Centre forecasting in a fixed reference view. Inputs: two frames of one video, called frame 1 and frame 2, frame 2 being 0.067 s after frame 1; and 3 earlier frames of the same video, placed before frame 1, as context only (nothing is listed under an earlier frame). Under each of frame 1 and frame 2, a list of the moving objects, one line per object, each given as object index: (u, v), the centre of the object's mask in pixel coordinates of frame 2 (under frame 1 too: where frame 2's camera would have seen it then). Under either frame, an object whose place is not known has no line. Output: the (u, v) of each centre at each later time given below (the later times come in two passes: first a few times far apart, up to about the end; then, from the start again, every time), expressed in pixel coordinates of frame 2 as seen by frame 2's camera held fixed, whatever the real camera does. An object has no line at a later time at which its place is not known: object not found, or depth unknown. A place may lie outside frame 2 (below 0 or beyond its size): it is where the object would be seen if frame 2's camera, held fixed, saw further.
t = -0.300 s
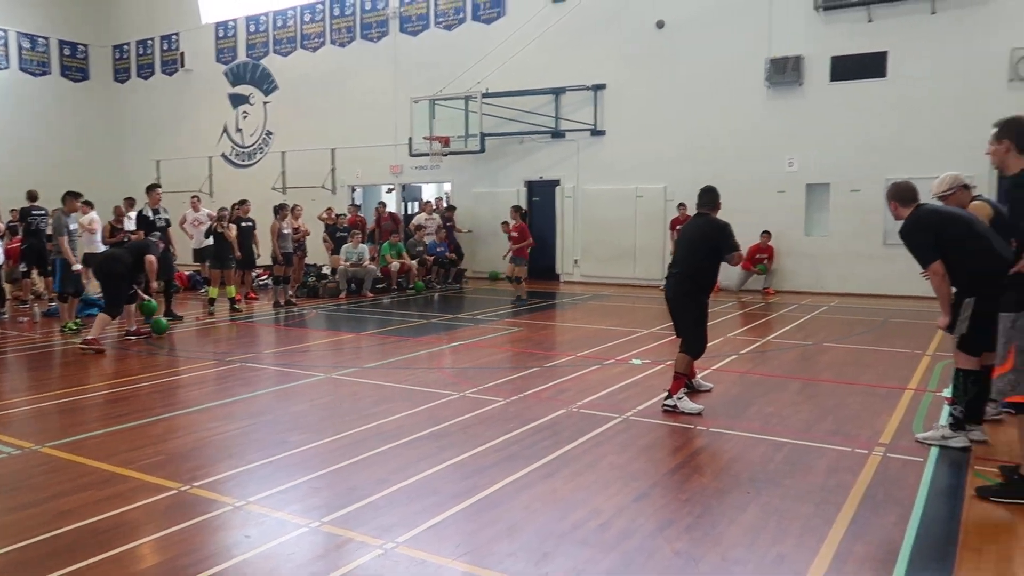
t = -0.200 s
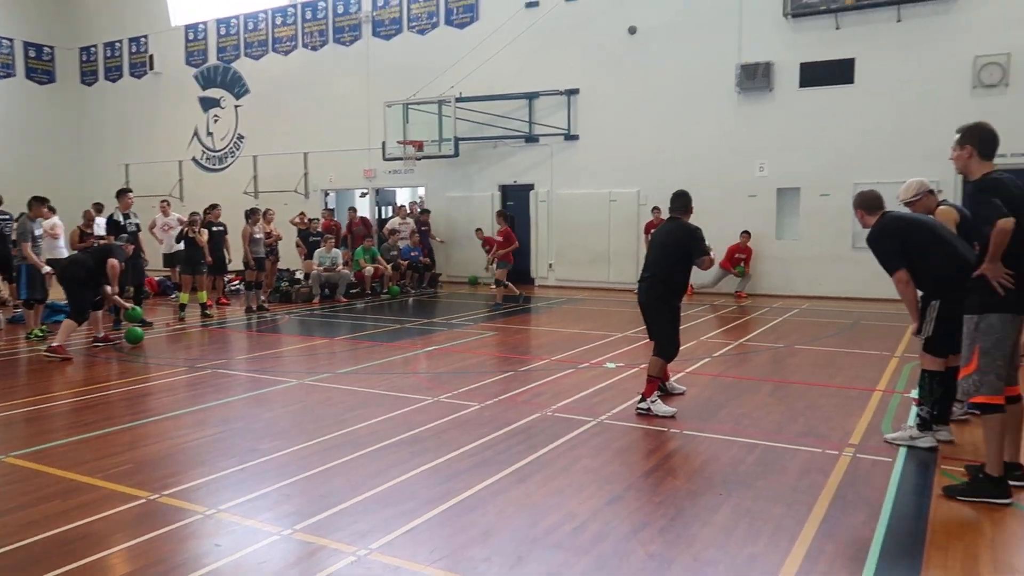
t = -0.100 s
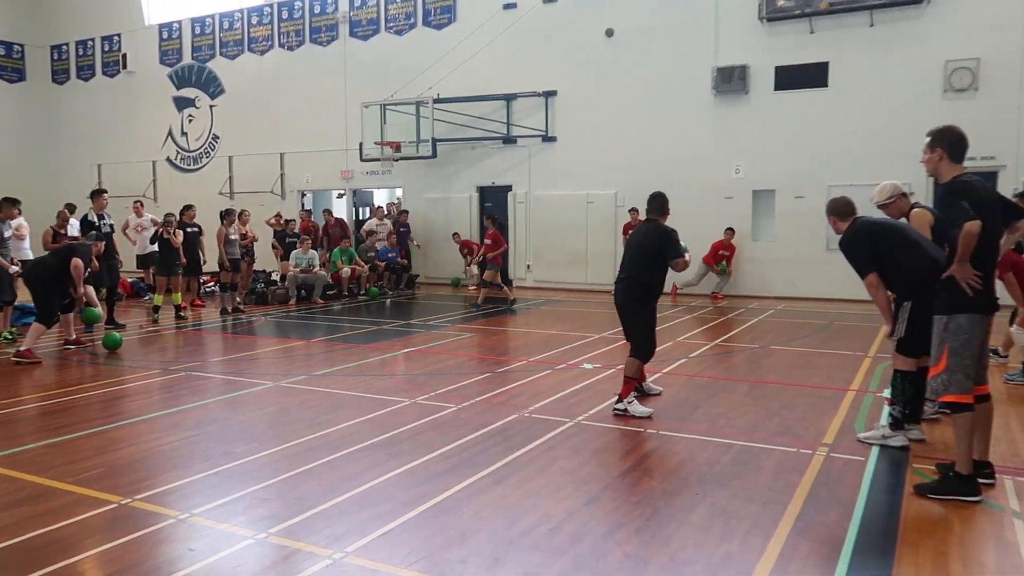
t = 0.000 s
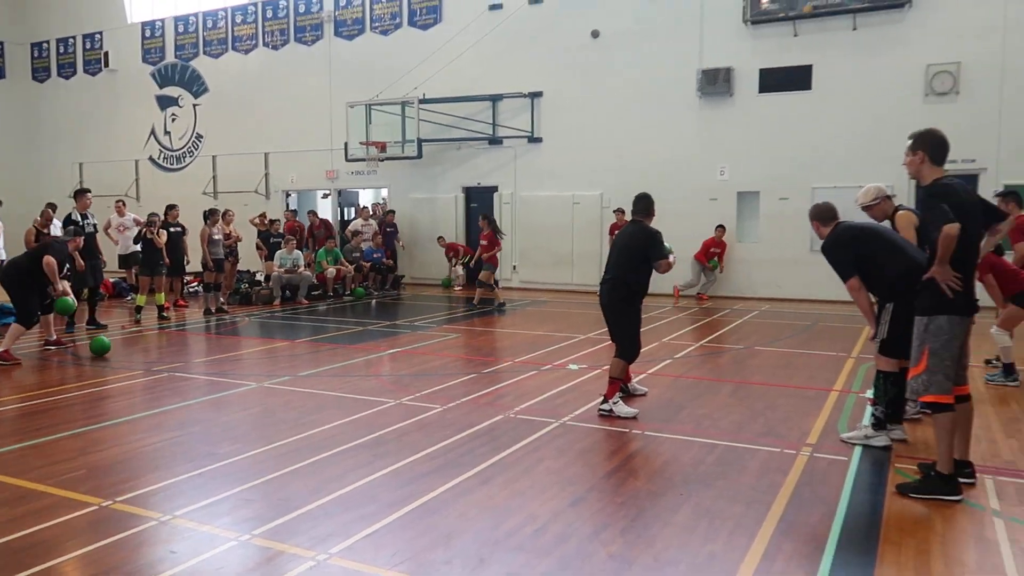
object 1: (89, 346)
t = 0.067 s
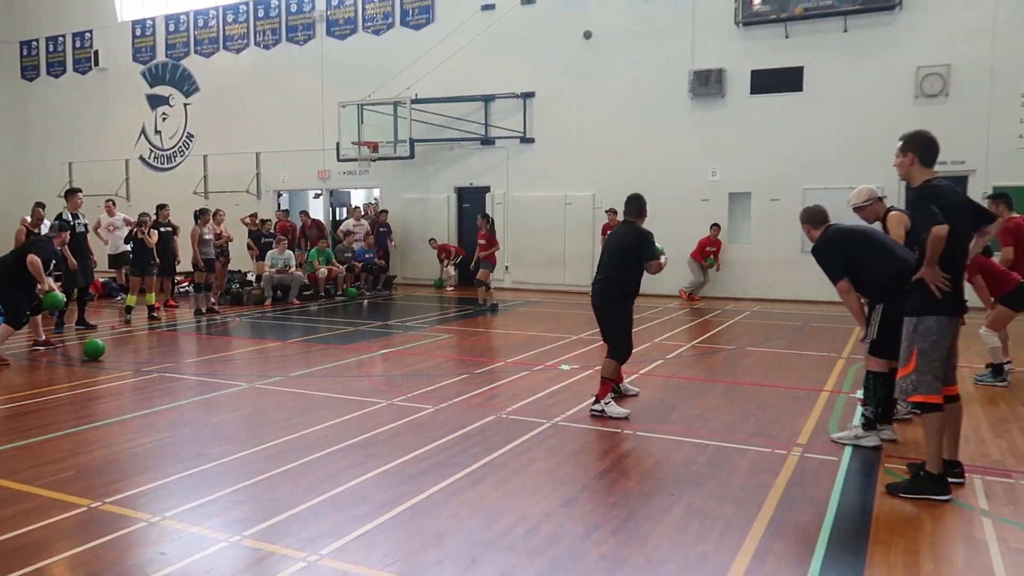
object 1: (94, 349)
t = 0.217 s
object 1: (104, 353)
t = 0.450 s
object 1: (121, 363)
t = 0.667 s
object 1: (138, 373)
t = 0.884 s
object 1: (156, 383)
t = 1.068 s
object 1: (173, 393)
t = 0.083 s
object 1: (95, 350)
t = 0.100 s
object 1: (96, 350)
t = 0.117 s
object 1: (97, 350)
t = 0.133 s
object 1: (98, 351)
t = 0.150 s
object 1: (99, 351)
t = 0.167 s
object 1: (101, 352)
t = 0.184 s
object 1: (102, 353)
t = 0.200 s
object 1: (103, 353)
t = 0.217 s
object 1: (104, 353)
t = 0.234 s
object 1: (105, 354)
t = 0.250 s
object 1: (107, 355)
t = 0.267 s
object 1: (108, 356)
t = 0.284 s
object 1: (109, 357)
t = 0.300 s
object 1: (110, 357)
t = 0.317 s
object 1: (111, 357)
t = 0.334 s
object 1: (112, 358)
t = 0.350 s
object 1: (114, 359)
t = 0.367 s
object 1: (115, 360)
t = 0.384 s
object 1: (116, 361)
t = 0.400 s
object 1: (118, 361)
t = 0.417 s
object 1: (119, 361)
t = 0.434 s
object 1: (120, 362)
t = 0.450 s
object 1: (121, 363)
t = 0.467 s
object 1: (122, 364)
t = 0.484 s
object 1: (124, 365)
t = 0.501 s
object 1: (125, 365)
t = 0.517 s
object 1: (126, 366)
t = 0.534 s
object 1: (127, 367)
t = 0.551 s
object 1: (129, 368)
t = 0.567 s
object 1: (130, 368)
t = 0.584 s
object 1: (131, 369)
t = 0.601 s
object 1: (132, 370)
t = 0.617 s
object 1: (134, 371)
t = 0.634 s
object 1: (135, 371)
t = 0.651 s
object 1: (136, 372)
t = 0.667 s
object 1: (138, 373)
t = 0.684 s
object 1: (139, 374)
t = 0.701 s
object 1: (141, 374)
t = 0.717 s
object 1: (142, 375)
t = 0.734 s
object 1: (143, 376)
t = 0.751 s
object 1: (145, 377)
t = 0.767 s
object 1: (146, 377)
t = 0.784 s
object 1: (148, 378)
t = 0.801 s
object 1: (149, 379)
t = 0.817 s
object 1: (150, 380)
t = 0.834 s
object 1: (152, 381)
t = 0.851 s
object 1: (153, 381)
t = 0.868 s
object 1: (155, 382)
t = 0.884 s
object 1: (156, 383)
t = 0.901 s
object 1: (158, 384)
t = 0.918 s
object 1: (159, 385)
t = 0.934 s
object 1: (161, 386)
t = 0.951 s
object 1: (162, 387)
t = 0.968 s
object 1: (164, 388)
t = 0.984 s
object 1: (165, 388)
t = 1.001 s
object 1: (167, 389)
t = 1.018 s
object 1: (169, 390)
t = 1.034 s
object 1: (170, 391)
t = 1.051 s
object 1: (172, 392)
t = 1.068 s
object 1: (173, 393)
